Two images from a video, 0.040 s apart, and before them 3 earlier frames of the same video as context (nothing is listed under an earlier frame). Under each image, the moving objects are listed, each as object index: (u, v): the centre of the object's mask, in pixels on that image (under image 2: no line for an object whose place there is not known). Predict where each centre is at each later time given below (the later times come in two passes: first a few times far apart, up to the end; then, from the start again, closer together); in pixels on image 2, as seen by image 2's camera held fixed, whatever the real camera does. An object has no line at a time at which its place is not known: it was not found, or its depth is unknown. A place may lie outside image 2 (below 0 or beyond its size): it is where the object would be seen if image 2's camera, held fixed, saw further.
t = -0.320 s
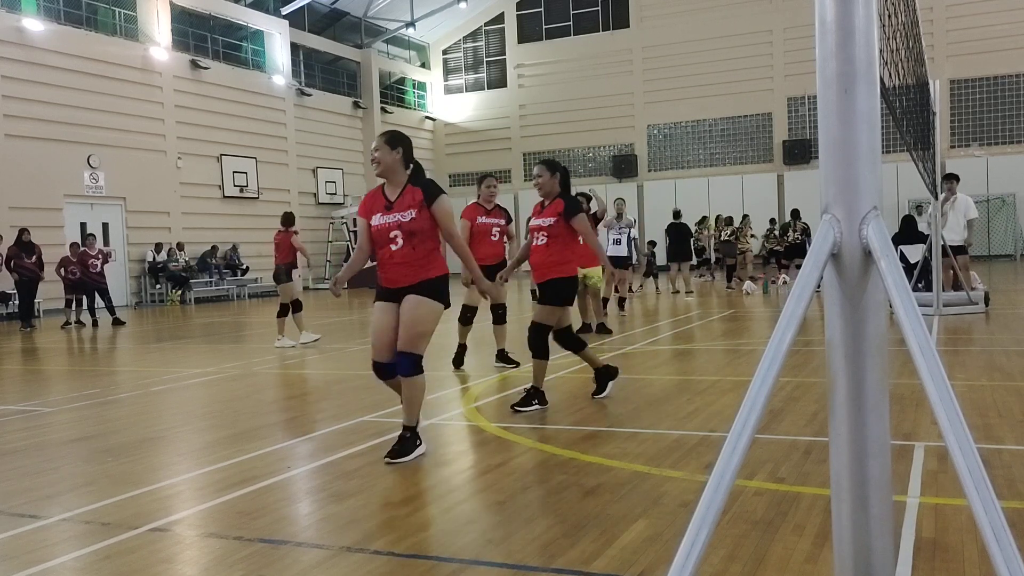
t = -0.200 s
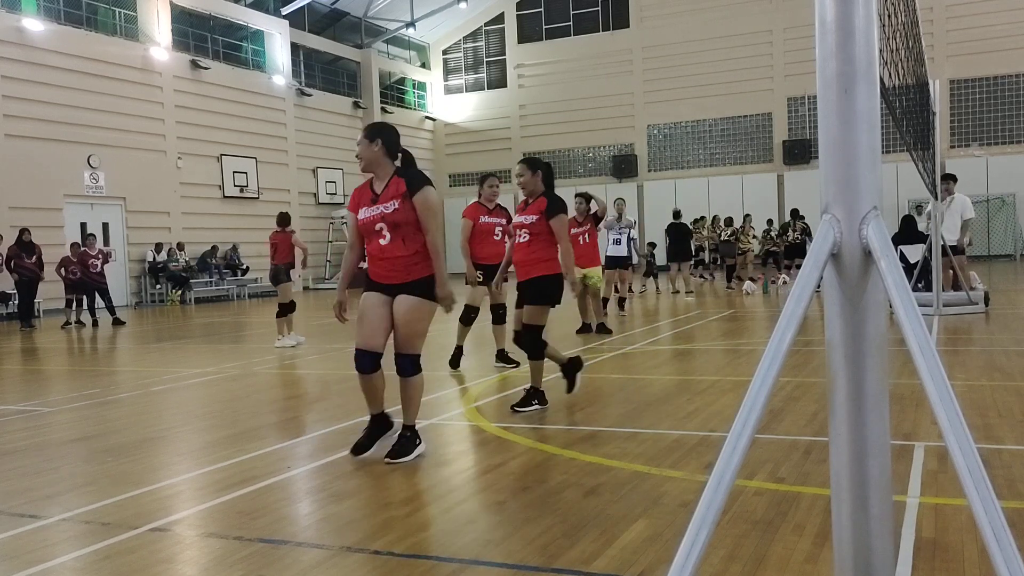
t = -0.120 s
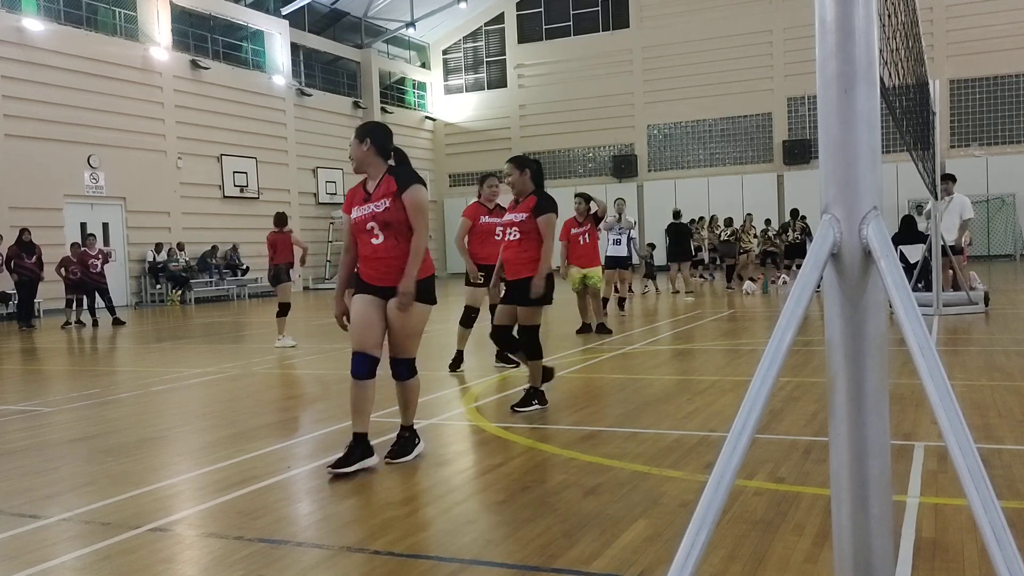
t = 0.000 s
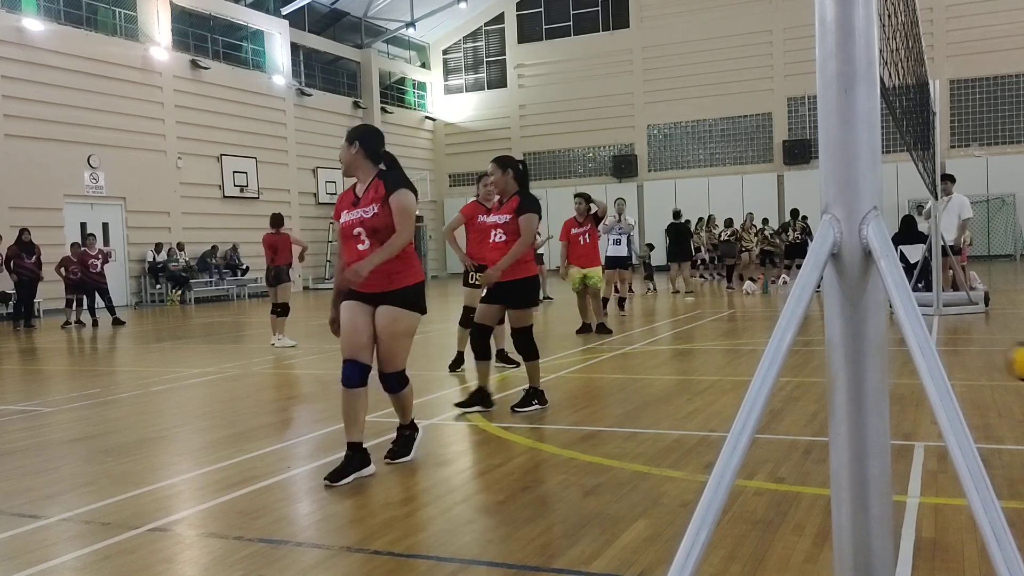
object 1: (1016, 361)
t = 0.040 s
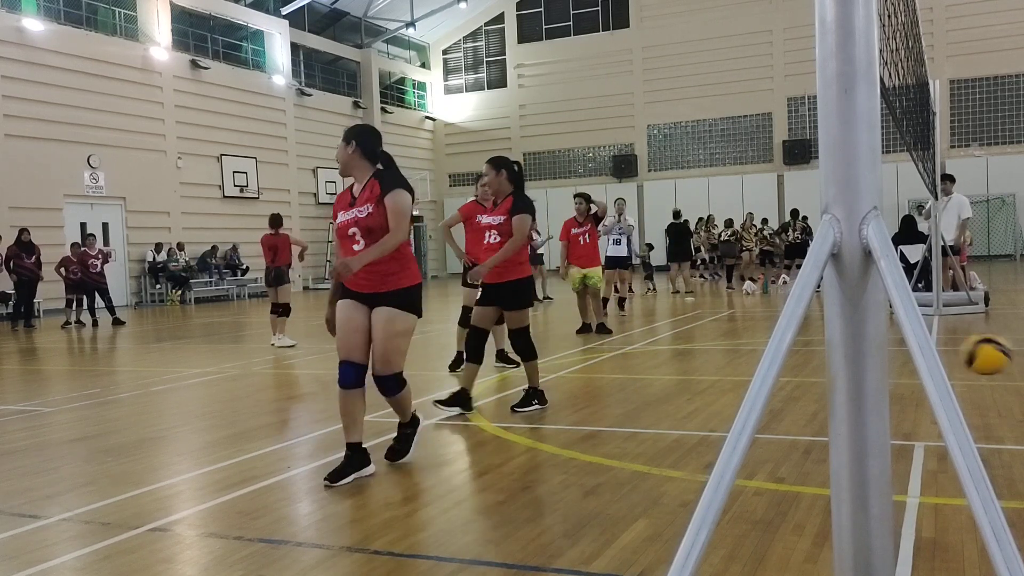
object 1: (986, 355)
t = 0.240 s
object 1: (792, 368)
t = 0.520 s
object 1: (562, 362)
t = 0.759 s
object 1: (410, 390)
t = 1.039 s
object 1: (245, 375)
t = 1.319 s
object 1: (109, 373)
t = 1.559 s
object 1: (11, 377)
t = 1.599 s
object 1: (4, 375)
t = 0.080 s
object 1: (950, 349)
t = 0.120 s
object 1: (898, 350)
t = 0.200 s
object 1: (816, 356)
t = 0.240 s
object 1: (792, 368)
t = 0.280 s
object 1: (745, 373)
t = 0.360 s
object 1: (684, 397)
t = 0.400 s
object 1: (653, 384)
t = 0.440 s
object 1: (621, 374)
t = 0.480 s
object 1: (592, 367)
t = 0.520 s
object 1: (562, 362)
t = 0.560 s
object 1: (532, 361)
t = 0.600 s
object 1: (505, 362)
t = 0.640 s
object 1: (478, 365)
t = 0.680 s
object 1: (455, 372)
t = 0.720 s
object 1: (420, 385)
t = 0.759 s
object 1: (410, 390)
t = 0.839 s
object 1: (347, 384)
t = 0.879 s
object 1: (330, 374)
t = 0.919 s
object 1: (308, 369)
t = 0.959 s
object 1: (286, 369)
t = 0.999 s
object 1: (264, 370)
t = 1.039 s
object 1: (245, 375)
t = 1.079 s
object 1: (223, 380)
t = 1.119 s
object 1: (205, 389)
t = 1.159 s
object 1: (185, 388)
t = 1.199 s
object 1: (165, 381)
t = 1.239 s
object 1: (146, 376)
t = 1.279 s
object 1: (129, 373)
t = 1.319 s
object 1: (109, 373)
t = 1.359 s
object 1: (92, 375)
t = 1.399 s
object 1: (74, 380)
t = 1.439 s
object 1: (60, 386)
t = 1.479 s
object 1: (41, 387)
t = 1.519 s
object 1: (25, 381)
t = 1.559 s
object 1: (11, 377)
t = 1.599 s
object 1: (4, 375)
